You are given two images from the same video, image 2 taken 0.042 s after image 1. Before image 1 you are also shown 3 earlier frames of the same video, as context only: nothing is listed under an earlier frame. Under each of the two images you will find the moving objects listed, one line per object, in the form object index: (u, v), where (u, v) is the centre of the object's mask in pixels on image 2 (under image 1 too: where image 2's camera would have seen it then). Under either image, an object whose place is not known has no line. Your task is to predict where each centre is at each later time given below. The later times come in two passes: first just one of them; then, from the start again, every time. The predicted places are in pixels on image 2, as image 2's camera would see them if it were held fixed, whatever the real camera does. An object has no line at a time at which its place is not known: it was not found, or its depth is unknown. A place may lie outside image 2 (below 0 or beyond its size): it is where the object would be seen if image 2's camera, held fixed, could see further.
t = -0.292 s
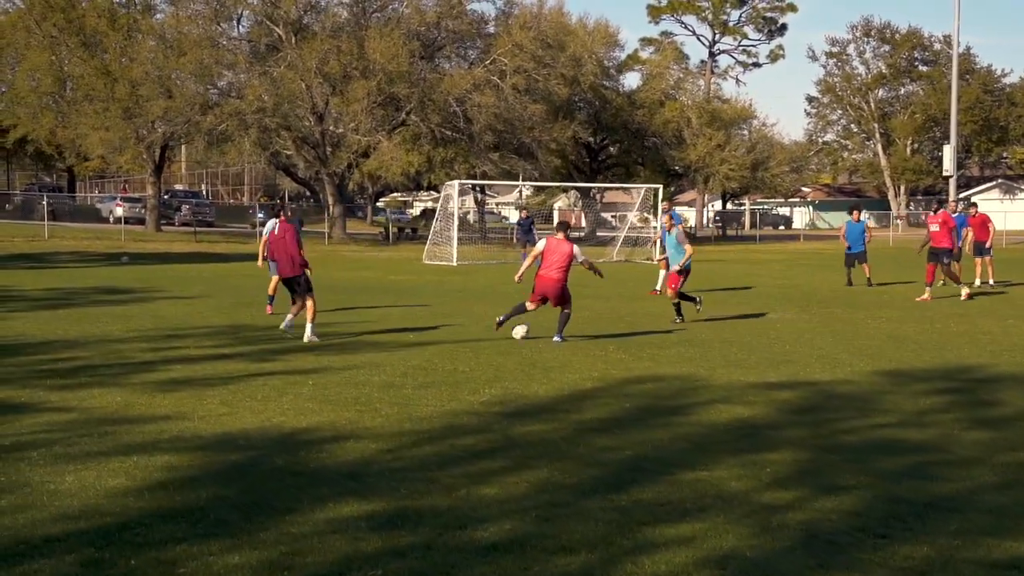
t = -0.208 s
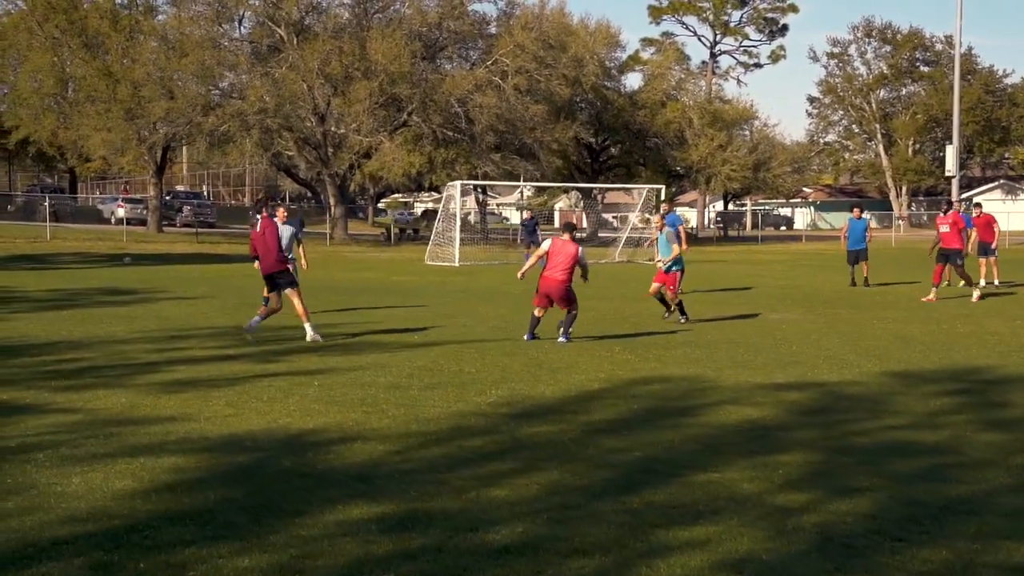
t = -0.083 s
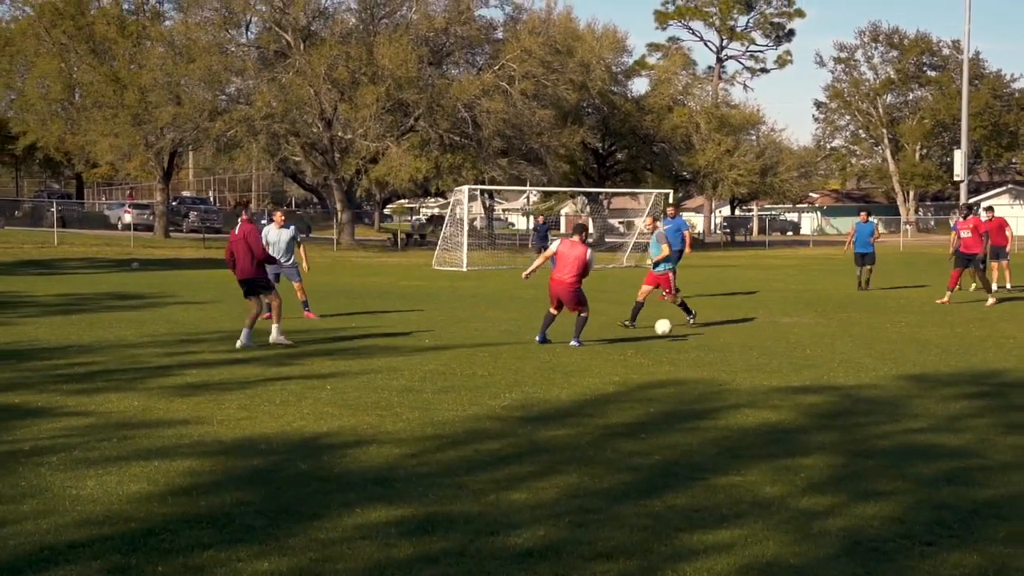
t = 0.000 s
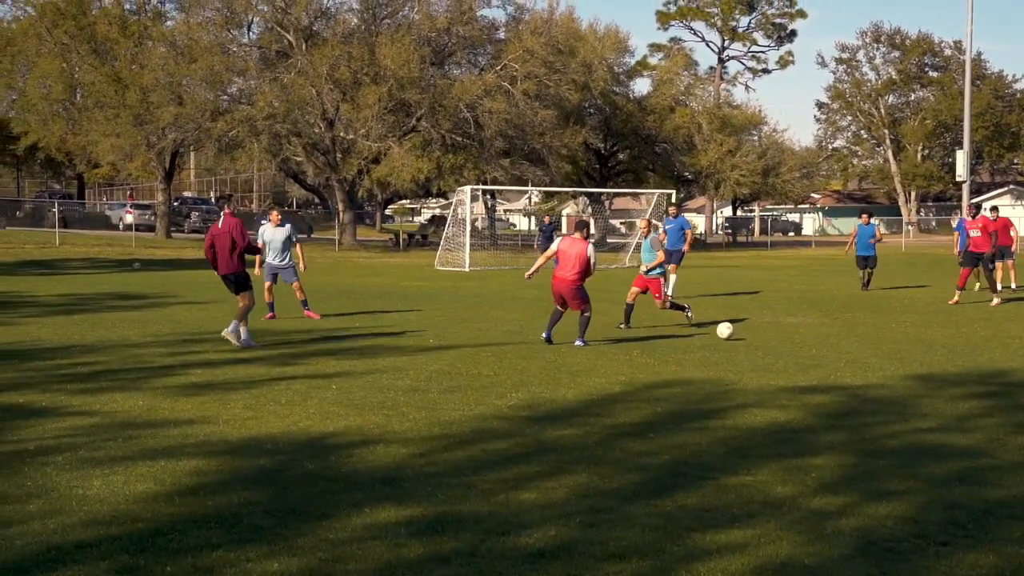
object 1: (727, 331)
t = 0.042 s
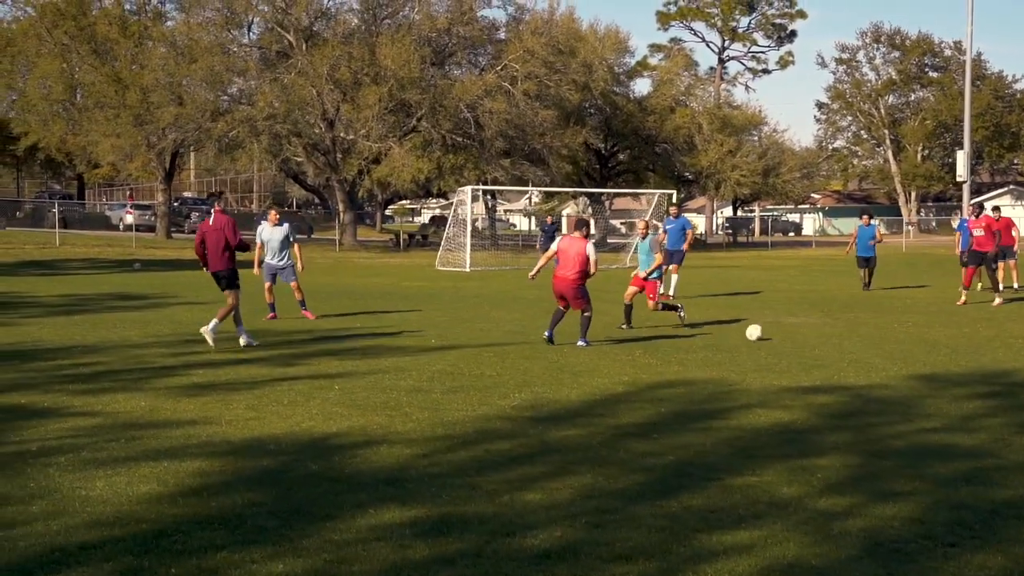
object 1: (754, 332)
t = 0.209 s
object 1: (841, 325)
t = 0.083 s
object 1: (776, 329)
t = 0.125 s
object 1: (798, 326)
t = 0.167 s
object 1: (820, 324)
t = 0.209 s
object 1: (841, 325)
